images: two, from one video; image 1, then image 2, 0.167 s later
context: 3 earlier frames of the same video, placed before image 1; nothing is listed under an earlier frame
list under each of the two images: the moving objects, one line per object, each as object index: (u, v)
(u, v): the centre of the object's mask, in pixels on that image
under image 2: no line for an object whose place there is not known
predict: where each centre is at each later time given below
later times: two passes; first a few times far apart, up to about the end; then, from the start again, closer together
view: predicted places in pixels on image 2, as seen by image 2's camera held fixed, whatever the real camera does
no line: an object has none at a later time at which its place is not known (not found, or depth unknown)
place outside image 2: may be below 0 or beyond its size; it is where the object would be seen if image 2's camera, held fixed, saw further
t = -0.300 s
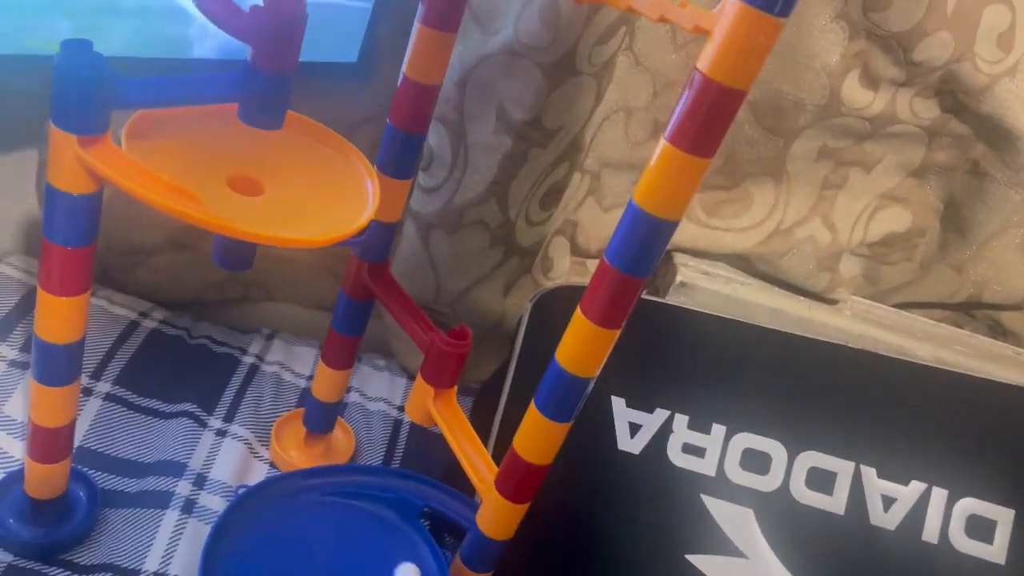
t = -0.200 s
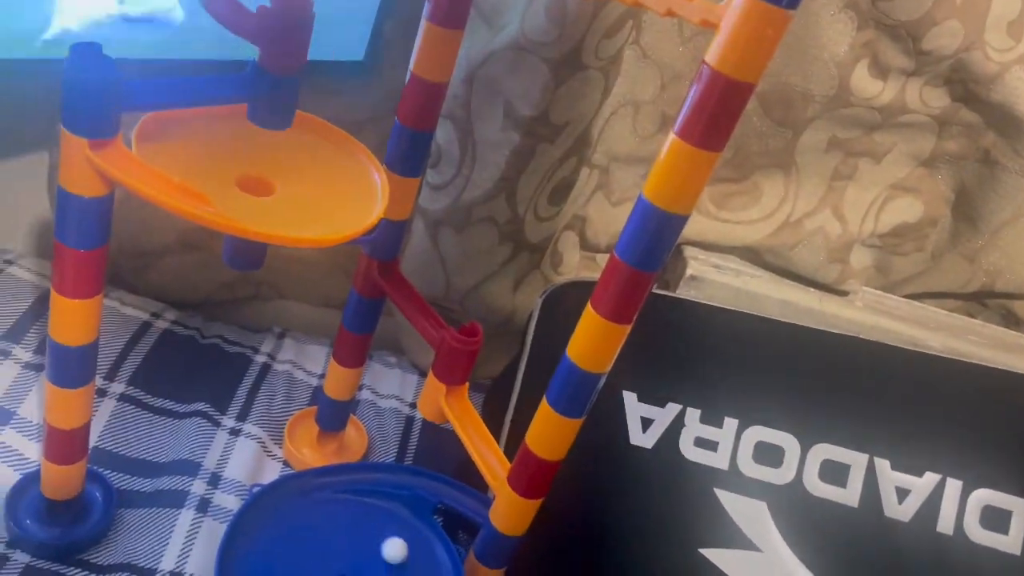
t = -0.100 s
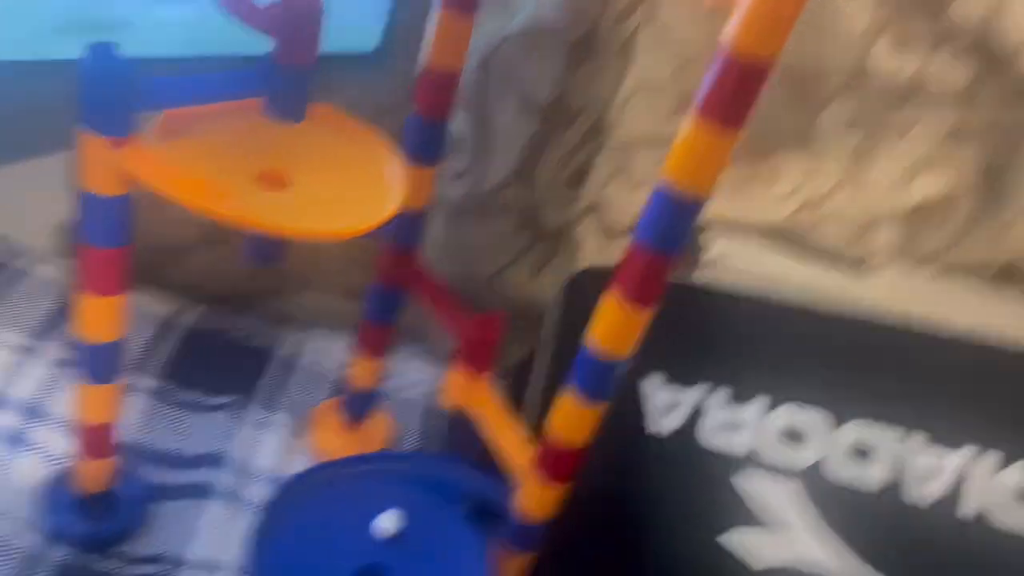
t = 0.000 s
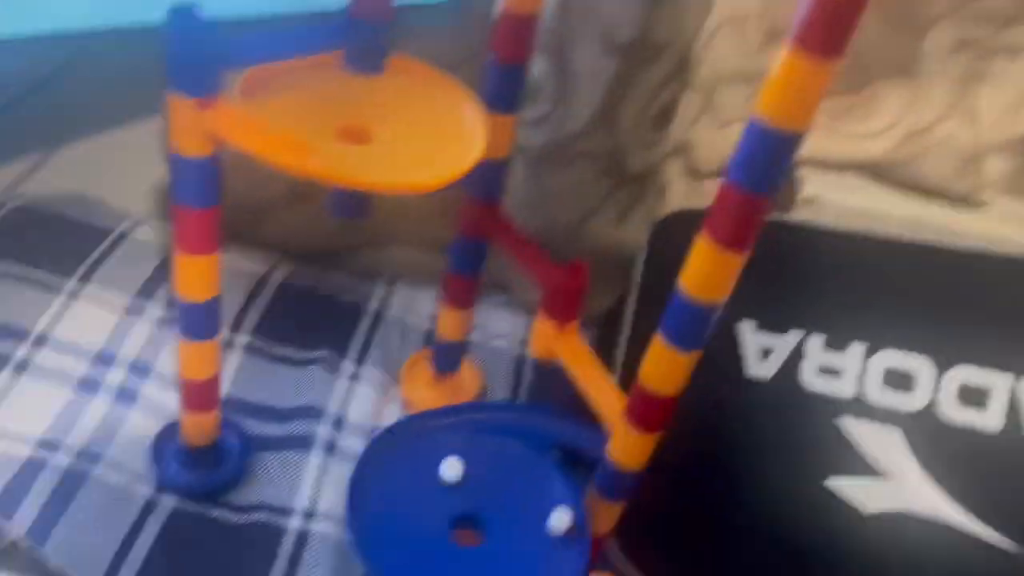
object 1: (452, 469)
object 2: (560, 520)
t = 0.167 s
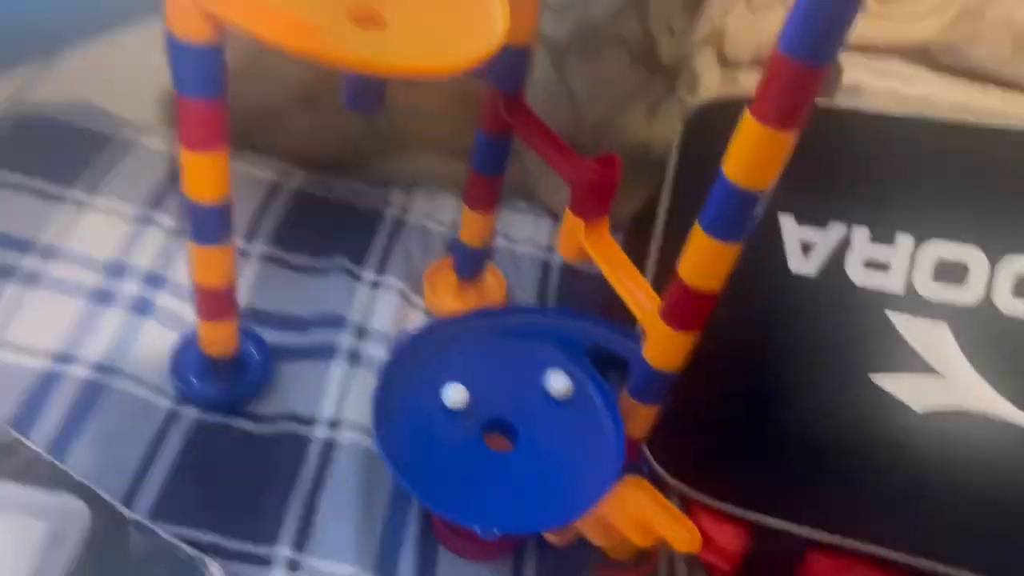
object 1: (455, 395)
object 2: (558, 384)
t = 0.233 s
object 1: (459, 411)
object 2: (536, 372)
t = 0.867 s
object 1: (595, 423)
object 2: (539, 466)
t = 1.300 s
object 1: (461, 414)
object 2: (593, 412)
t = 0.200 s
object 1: (456, 402)
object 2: (547, 377)
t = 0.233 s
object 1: (459, 411)
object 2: (536, 372)
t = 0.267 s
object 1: (465, 420)
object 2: (527, 369)
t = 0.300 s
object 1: (473, 430)
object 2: (517, 367)
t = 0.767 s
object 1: (602, 434)
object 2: (498, 456)
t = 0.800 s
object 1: (601, 430)
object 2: (512, 461)
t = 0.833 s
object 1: (599, 427)
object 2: (526, 465)
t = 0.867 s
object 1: (595, 423)
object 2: (539, 466)
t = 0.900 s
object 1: (590, 419)
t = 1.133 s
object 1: (516, 402)
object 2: (601, 440)
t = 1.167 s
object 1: (503, 402)
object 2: (603, 434)
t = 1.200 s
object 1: (489, 404)
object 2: (603, 428)
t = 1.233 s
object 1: (478, 406)
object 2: (601, 422)
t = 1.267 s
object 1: (468, 410)
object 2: (597, 417)
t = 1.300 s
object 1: (461, 414)
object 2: (593, 412)
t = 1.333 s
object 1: (457, 418)
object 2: (586, 408)
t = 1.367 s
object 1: (455, 422)
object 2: (579, 404)
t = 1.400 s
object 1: (456, 427)
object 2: (568, 400)
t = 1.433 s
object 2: (558, 397)
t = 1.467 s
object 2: (546, 395)
